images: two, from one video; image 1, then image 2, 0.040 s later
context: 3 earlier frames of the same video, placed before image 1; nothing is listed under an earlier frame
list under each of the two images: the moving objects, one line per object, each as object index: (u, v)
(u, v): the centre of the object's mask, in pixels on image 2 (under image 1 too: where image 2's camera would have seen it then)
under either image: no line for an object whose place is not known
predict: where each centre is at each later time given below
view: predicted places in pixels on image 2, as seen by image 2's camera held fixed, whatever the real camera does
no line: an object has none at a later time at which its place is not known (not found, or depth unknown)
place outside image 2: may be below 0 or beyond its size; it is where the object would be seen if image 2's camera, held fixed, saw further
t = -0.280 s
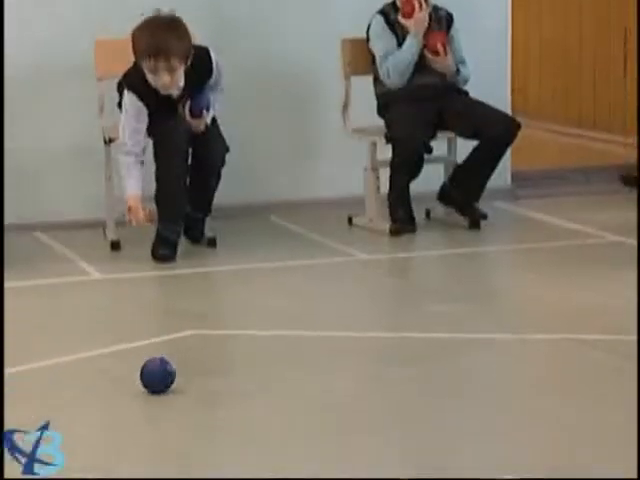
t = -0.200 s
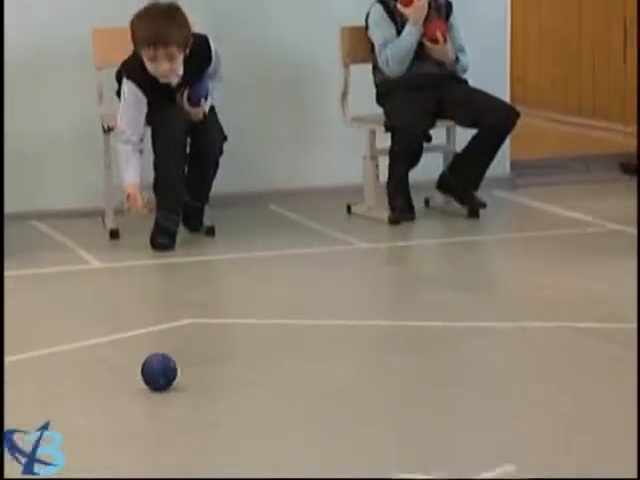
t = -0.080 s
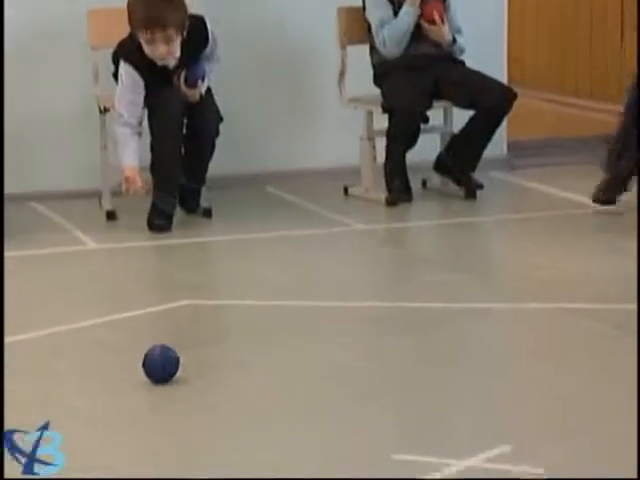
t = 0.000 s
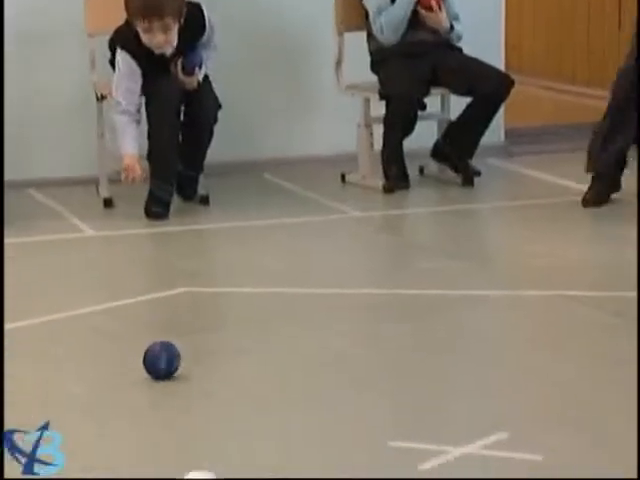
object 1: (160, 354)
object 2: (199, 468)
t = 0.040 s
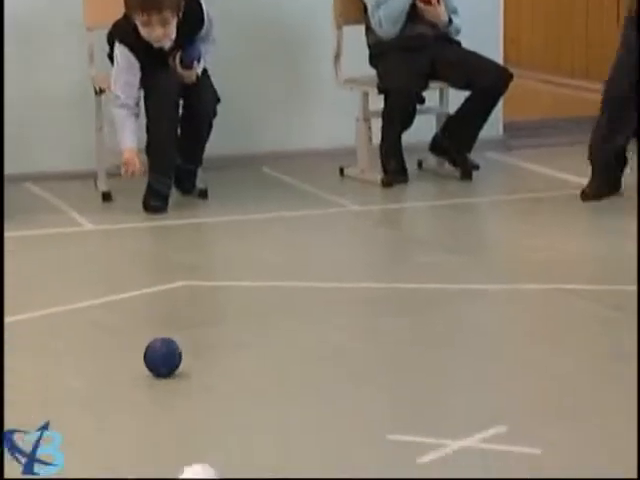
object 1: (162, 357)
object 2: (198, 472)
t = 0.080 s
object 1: (164, 362)
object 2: (197, 475)
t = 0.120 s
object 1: (165, 364)
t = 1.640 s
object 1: (263, 502)
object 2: (191, 486)
